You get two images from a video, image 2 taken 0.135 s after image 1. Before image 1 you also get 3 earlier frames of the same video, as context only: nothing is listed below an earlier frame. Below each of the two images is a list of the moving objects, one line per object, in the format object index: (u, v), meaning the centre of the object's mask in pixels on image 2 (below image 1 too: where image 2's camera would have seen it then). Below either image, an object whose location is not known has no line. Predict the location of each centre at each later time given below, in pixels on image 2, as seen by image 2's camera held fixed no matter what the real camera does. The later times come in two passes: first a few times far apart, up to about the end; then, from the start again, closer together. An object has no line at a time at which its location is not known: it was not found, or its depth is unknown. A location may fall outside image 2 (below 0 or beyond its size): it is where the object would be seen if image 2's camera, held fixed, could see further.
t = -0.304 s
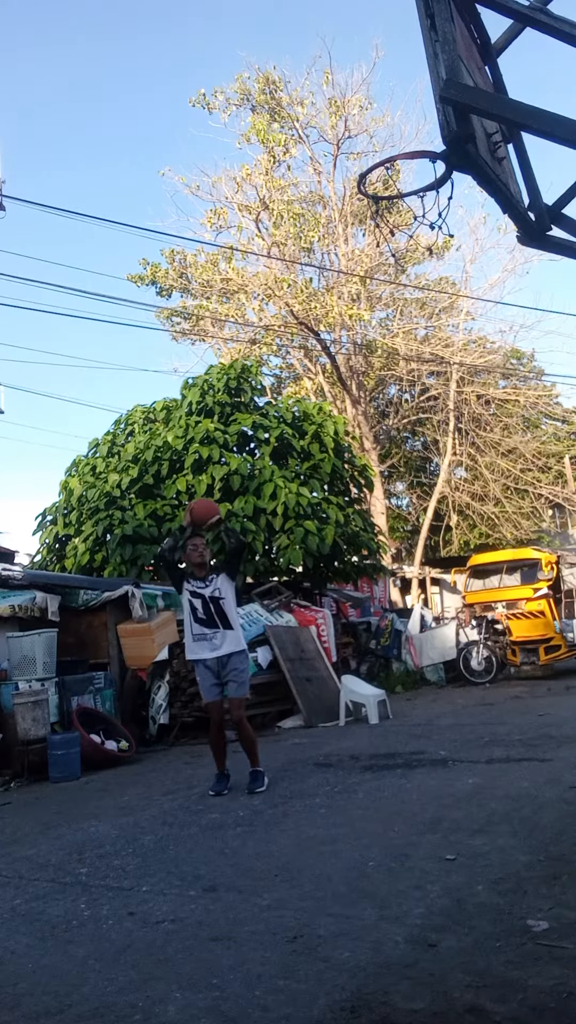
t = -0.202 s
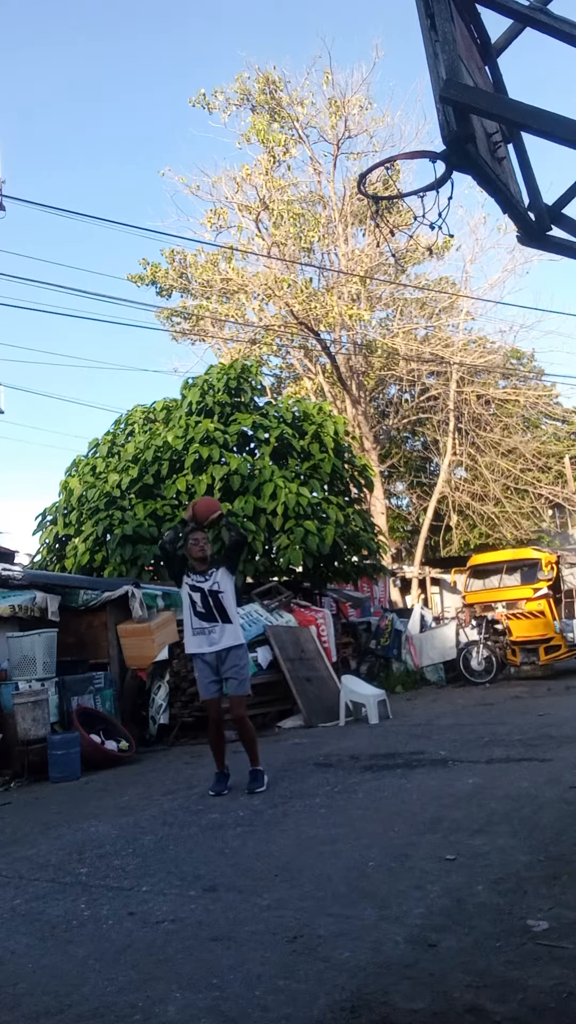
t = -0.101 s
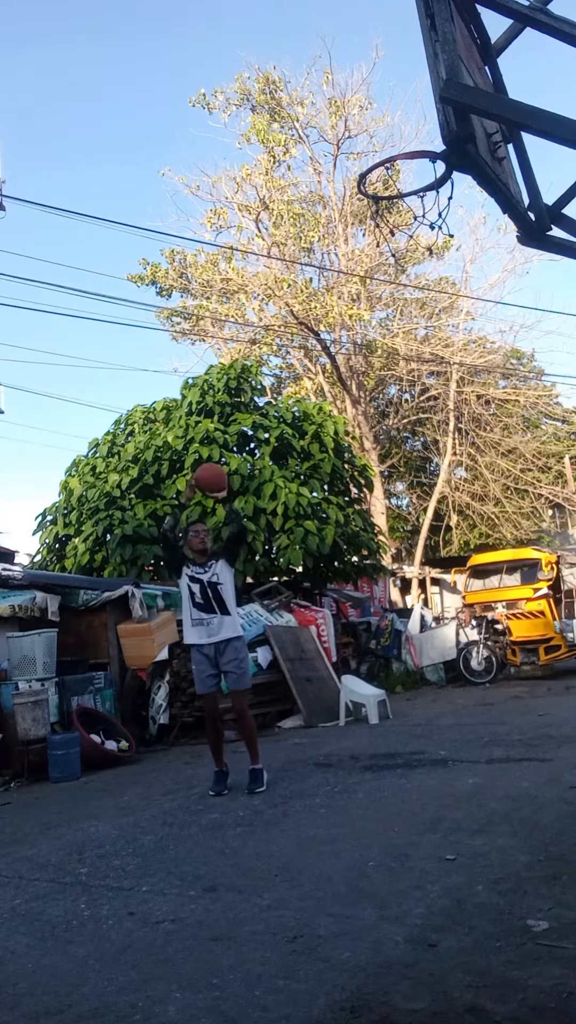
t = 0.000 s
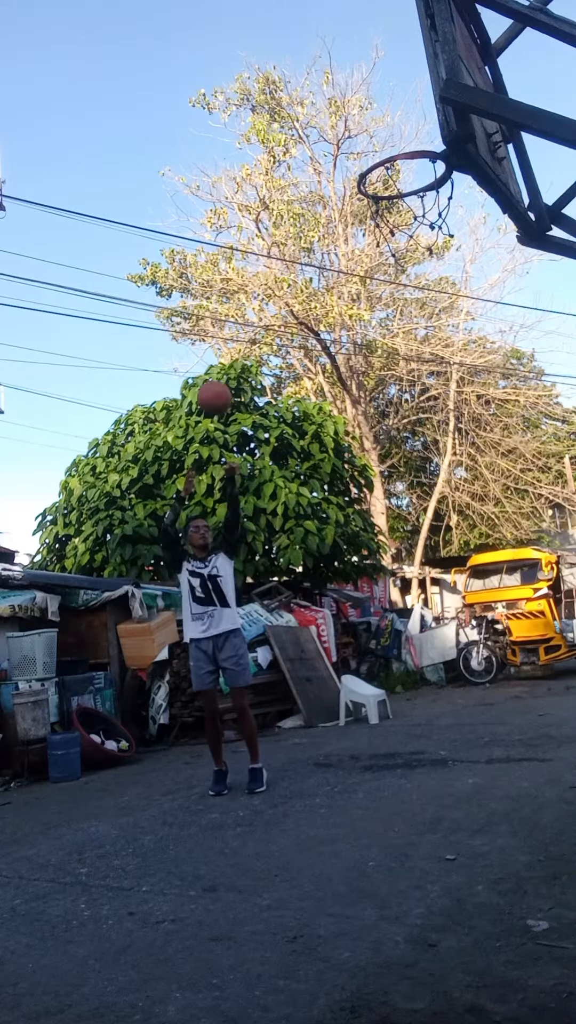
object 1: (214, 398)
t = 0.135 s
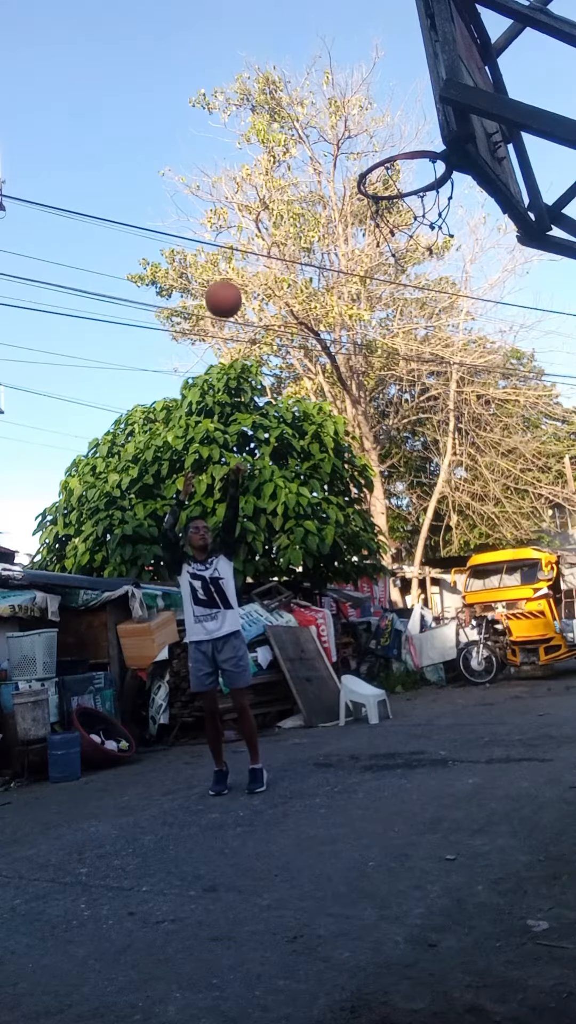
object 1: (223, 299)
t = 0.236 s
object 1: (233, 237)
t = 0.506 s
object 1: (276, 128)
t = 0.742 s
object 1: (344, 128)
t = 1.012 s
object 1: (408, 162)
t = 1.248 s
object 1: (437, 223)
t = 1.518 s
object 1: (484, 416)
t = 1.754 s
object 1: (538, 682)
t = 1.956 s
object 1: (551, 673)
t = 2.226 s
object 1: (552, 521)
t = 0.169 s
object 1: (226, 278)
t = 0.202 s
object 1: (229, 257)
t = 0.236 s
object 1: (233, 237)
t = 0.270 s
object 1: (237, 219)
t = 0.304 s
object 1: (242, 202)
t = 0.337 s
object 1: (246, 186)
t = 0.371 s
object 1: (251, 171)
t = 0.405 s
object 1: (257, 159)
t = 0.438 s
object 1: (263, 146)
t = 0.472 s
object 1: (269, 136)
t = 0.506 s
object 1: (276, 128)
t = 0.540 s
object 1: (284, 121)
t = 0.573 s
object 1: (292, 117)
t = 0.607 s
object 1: (301, 114)
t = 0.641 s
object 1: (310, 114)
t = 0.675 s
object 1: (321, 116)
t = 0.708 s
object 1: (332, 121)
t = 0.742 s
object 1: (344, 128)
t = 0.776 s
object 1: (357, 139)
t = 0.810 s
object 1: (372, 153)
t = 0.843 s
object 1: (387, 171)
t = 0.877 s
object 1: (399, 187)
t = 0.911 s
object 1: (400, 175)
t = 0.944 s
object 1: (402, 167)
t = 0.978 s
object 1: (405, 164)
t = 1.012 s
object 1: (408, 162)
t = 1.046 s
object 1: (411, 163)
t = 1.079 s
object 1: (414, 166)
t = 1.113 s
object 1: (418, 174)
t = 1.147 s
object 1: (422, 183)
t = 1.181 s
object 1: (427, 194)
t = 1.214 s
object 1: (432, 207)
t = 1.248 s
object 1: (437, 223)
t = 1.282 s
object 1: (442, 240)
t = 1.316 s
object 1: (447, 260)
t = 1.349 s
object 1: (453, 281)
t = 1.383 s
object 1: (458, 304)
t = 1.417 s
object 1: (464, 330)
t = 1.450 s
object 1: (471, 357)
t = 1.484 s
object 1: (477, 385)
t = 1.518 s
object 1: (484, 416)
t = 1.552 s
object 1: (491, 448)
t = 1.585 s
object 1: (498, 483)
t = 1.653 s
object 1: (513, 557)
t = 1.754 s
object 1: (538, 682)
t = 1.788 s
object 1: (546, 728)
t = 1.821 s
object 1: (554, 775)
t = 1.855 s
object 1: (555, 776)
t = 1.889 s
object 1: (554, 739)
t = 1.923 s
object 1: (553, 705)
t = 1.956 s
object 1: (551, 673)
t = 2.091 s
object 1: (549, 576)
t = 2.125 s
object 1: (549, 559)
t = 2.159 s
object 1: (550, 544)
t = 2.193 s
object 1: (551, 531)
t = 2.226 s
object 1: (552, 521)
